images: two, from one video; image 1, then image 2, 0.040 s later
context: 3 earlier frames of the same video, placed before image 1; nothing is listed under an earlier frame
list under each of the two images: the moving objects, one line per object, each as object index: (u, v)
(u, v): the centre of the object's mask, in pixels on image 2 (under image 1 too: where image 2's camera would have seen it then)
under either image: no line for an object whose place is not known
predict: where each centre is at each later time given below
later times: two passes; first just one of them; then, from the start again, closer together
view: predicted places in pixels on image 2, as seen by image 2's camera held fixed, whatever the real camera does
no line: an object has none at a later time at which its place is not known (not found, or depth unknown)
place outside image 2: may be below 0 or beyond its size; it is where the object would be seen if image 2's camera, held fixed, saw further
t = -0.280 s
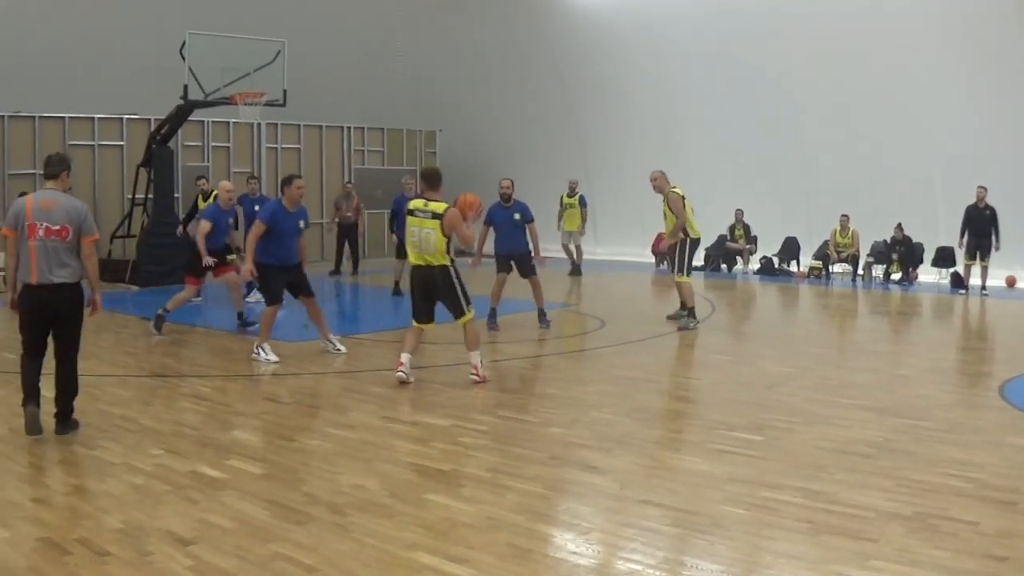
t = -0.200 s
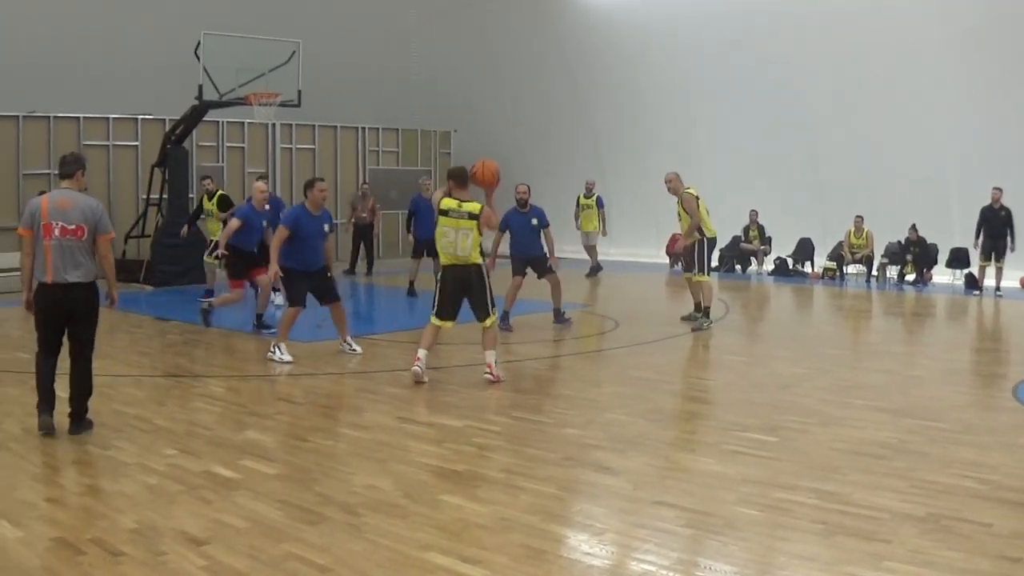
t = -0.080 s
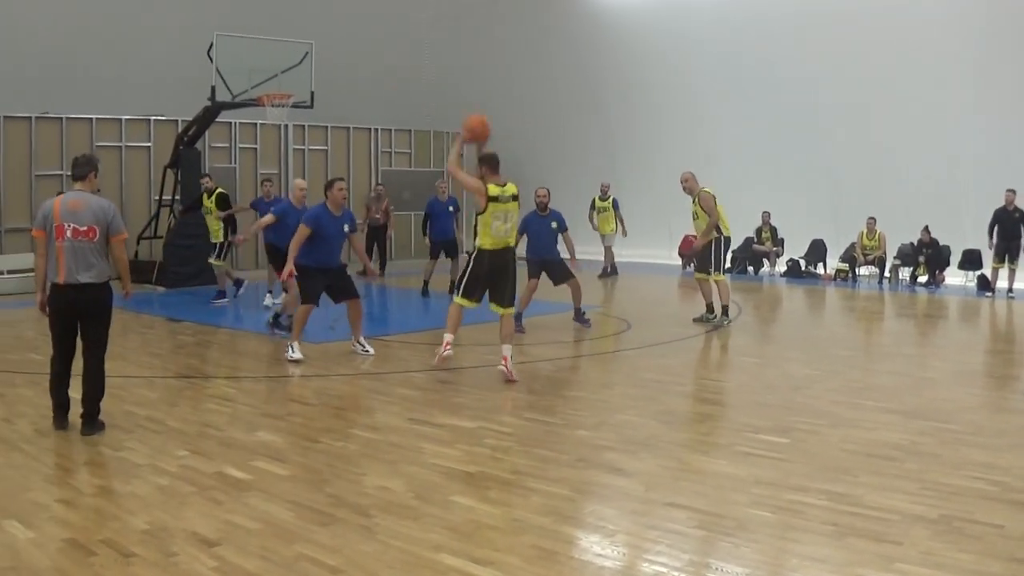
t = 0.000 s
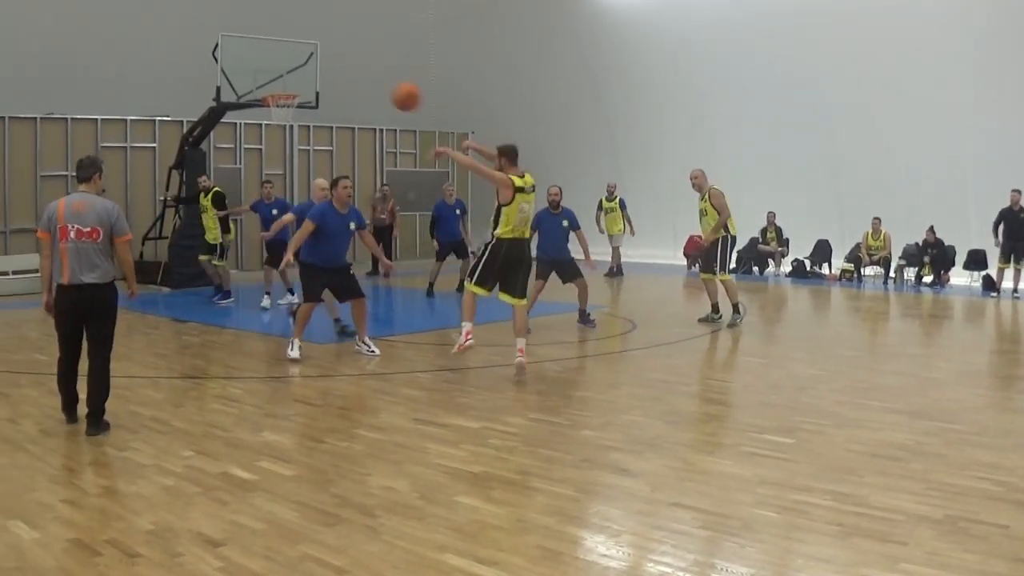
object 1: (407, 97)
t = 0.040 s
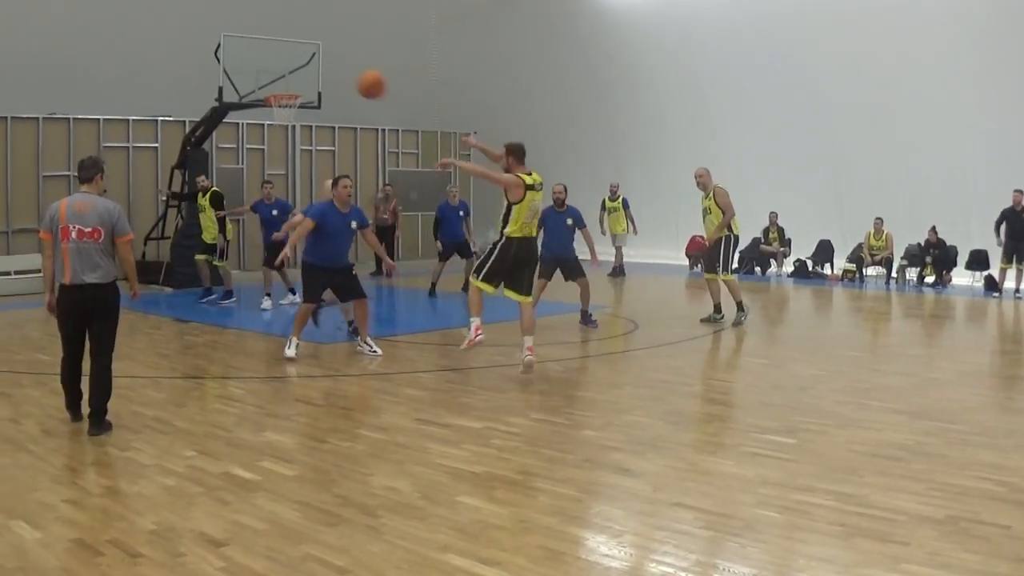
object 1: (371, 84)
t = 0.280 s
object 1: (173, 59)
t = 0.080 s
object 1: (336, 75)
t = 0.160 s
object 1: (268, 62)
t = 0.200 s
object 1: (236, 59)
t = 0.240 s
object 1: (203, 58)
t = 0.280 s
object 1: (173, 59)
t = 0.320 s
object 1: (144, 62)
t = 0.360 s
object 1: (116, 65)
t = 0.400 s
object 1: (89, 72)
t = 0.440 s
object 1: (65, 80)
